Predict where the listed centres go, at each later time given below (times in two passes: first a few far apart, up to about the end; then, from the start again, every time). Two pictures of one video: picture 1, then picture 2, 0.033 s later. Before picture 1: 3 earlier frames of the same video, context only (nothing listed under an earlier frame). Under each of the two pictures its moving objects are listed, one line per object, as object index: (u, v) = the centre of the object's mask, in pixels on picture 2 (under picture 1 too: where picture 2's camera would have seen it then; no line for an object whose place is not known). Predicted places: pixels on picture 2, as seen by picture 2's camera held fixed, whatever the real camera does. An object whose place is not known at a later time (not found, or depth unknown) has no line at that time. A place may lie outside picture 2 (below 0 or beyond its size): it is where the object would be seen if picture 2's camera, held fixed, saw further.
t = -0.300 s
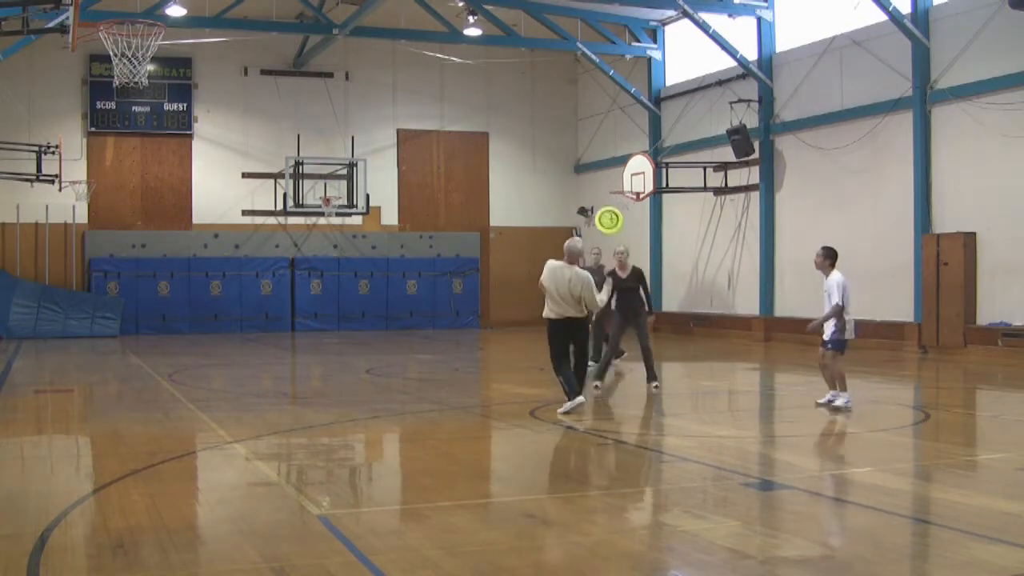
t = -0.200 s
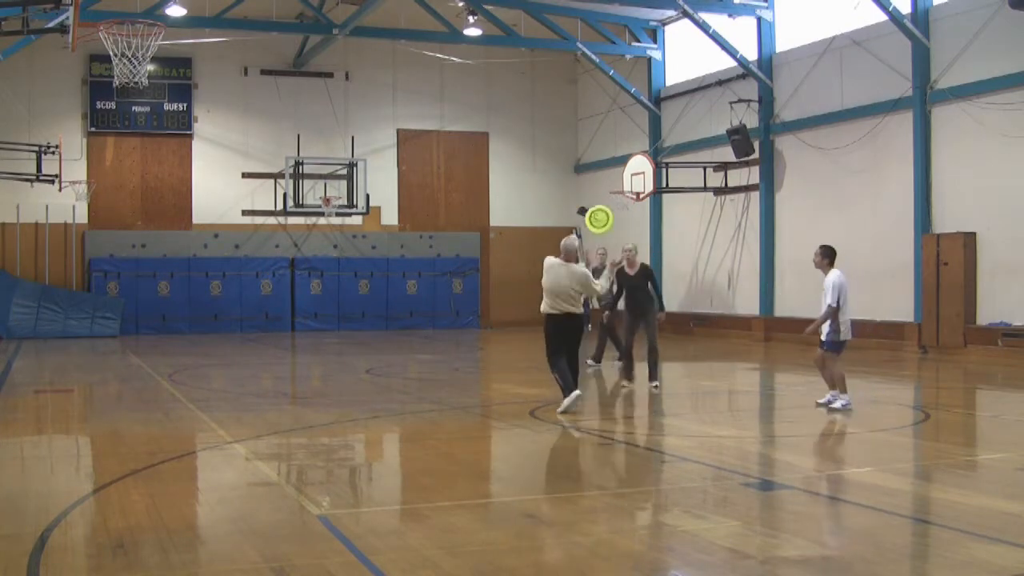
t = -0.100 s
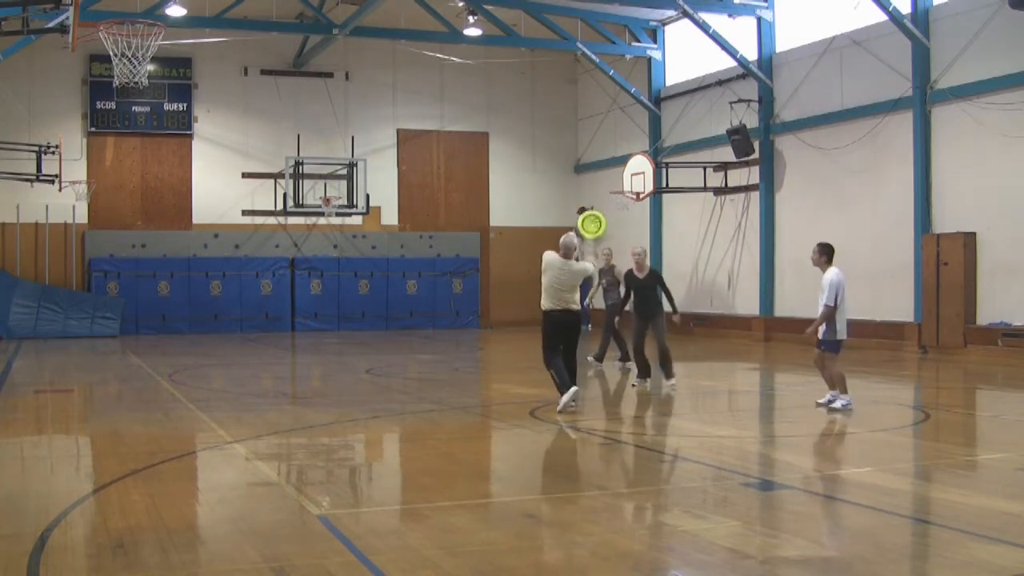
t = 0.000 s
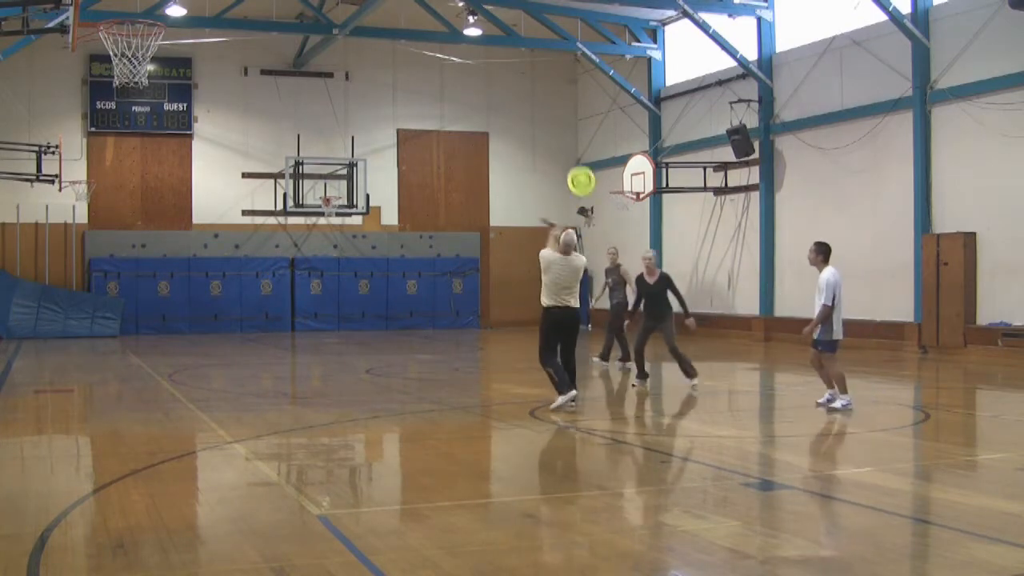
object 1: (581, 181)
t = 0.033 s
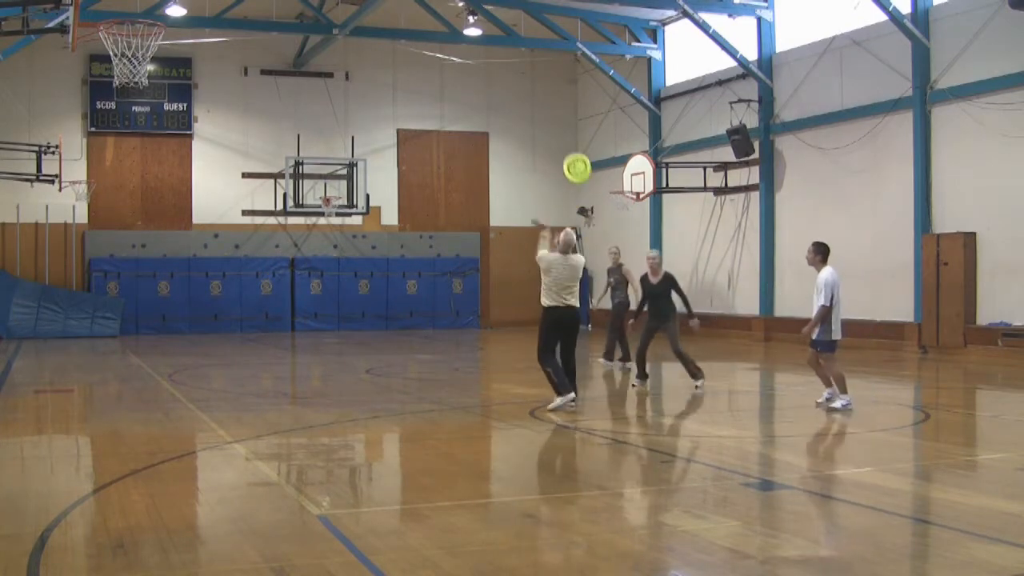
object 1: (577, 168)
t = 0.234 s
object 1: (553, 112)
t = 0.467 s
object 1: (527, 98)
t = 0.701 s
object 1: (502, 136)
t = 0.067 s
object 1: (573, 156)
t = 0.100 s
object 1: (569, 145)
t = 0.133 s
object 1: (565, 135)
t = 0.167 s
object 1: (561, 126)
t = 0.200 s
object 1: (557, 119)
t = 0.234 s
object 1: (553, 112)
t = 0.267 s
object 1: (550, 107)
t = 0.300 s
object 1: (546, 103)
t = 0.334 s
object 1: (542, 100)
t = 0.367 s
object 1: (539, 98)
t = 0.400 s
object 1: (535, 97)
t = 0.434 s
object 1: (531, 97)
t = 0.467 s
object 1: (527, 98)
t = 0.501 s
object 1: (524, 100)
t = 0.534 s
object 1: (520, 104)
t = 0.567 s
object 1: (516, 108)
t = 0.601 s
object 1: (513, 113)
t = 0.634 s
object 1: (510, 120)
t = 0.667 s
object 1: (506, 127)
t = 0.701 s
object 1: (502, 136)
